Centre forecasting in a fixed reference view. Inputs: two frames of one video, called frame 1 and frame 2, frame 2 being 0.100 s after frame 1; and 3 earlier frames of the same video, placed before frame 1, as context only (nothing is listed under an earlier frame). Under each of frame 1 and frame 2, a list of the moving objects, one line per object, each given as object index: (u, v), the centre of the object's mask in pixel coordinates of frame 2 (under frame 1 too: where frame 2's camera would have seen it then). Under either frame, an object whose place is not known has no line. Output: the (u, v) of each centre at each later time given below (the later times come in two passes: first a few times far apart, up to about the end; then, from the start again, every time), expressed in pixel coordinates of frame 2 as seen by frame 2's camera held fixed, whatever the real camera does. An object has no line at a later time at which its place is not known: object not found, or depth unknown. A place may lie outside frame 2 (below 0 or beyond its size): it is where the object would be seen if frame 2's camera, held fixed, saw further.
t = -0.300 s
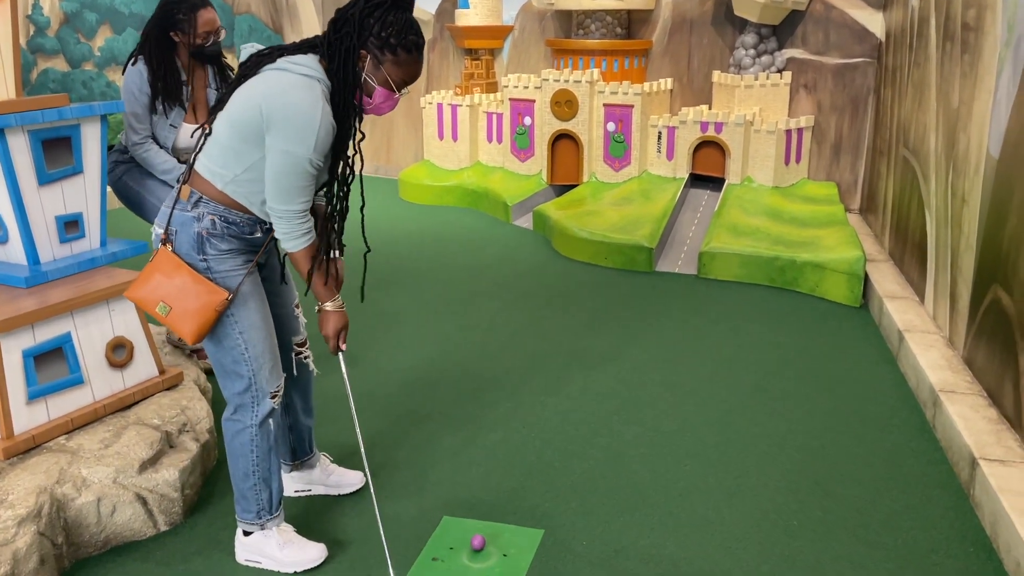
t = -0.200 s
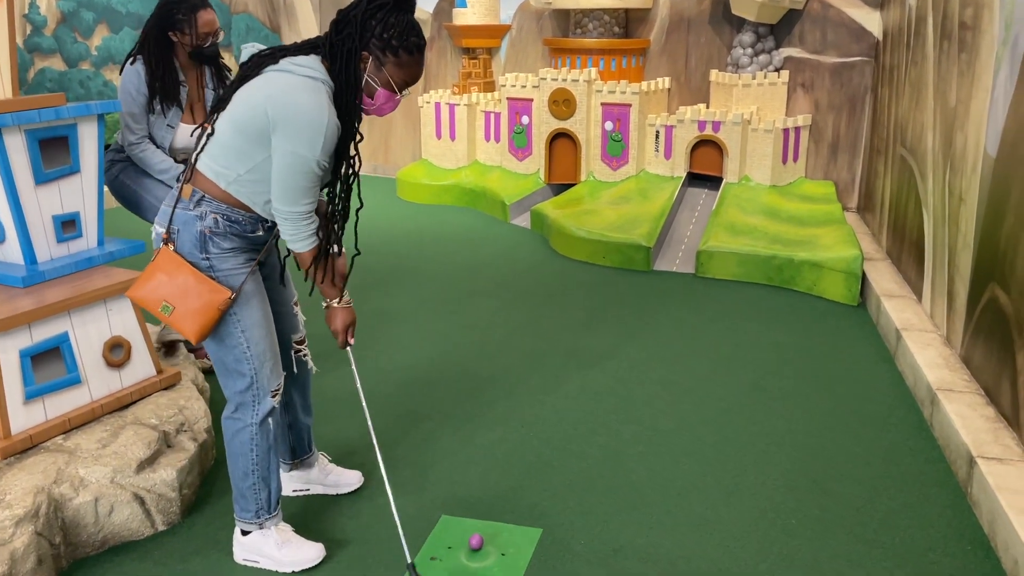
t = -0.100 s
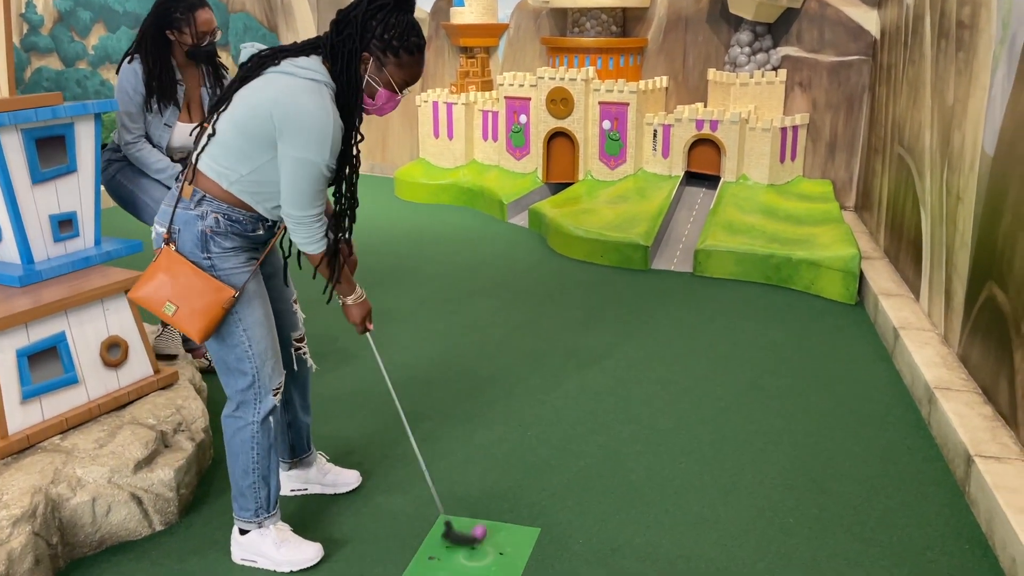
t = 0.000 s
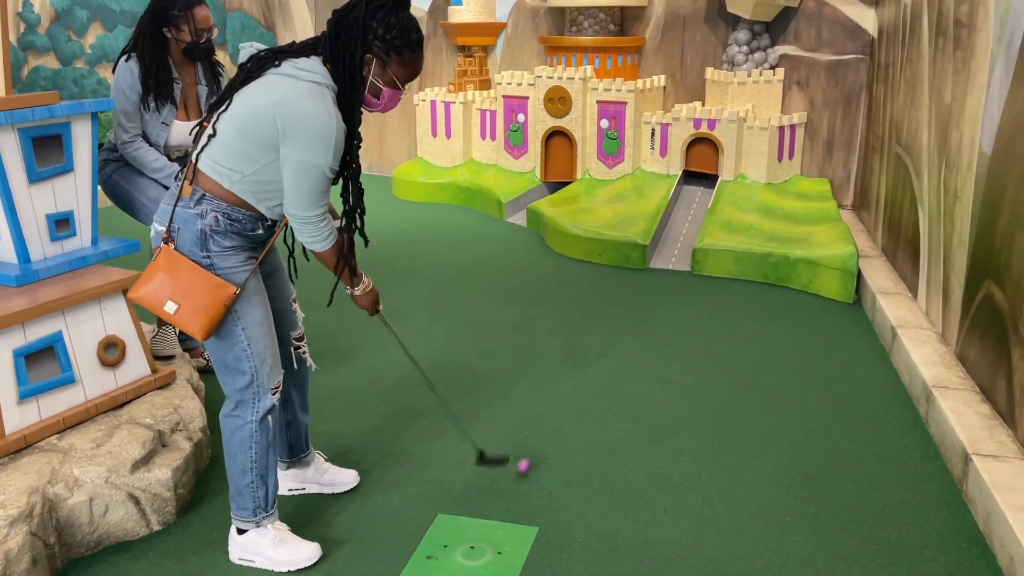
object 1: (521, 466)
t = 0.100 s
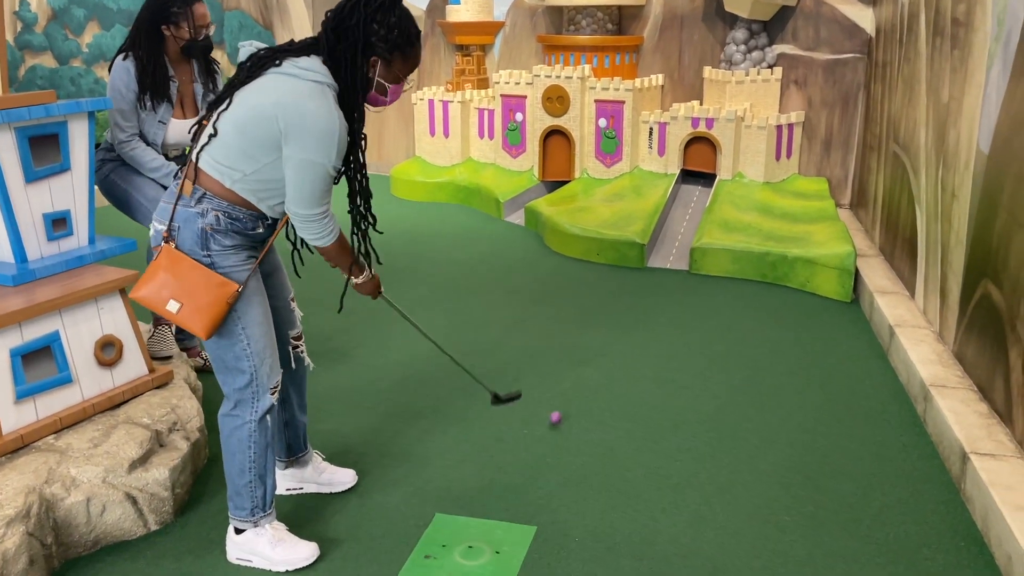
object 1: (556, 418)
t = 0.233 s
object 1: (588, 374)
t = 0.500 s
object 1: (631, 310)
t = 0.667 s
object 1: (652, 281)
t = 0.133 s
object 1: (564, 405)
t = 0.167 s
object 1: (573, 396)
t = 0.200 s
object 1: (580, 384)
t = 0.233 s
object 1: (588, 374)
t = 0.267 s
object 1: (594, 365)
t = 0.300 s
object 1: (600, 355)
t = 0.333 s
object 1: (606, 348)
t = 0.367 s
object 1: (611, 339)
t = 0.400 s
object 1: (616, 332)
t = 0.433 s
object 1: (621, 324)
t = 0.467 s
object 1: (626, 317)
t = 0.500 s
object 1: (631, 310)
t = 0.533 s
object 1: (636, 304)
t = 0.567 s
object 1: (640, 298)
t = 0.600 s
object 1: (644, 292)
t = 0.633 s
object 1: (648, 286)
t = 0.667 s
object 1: (652, 281)
